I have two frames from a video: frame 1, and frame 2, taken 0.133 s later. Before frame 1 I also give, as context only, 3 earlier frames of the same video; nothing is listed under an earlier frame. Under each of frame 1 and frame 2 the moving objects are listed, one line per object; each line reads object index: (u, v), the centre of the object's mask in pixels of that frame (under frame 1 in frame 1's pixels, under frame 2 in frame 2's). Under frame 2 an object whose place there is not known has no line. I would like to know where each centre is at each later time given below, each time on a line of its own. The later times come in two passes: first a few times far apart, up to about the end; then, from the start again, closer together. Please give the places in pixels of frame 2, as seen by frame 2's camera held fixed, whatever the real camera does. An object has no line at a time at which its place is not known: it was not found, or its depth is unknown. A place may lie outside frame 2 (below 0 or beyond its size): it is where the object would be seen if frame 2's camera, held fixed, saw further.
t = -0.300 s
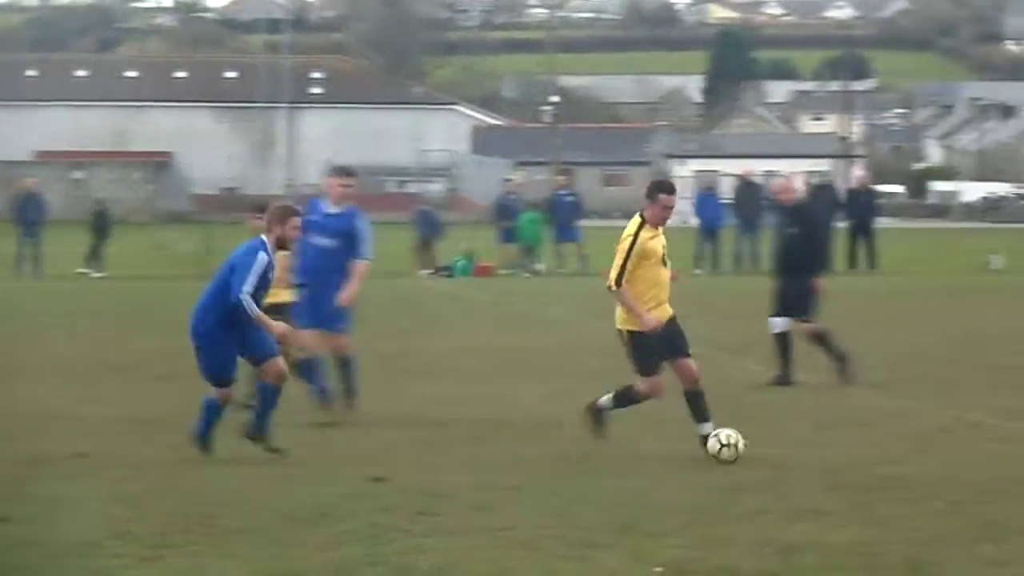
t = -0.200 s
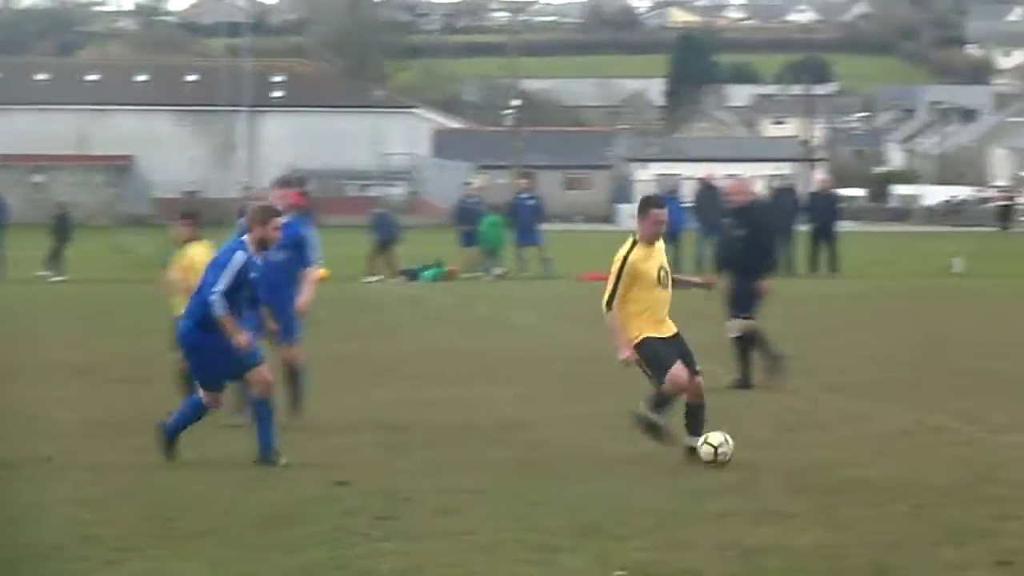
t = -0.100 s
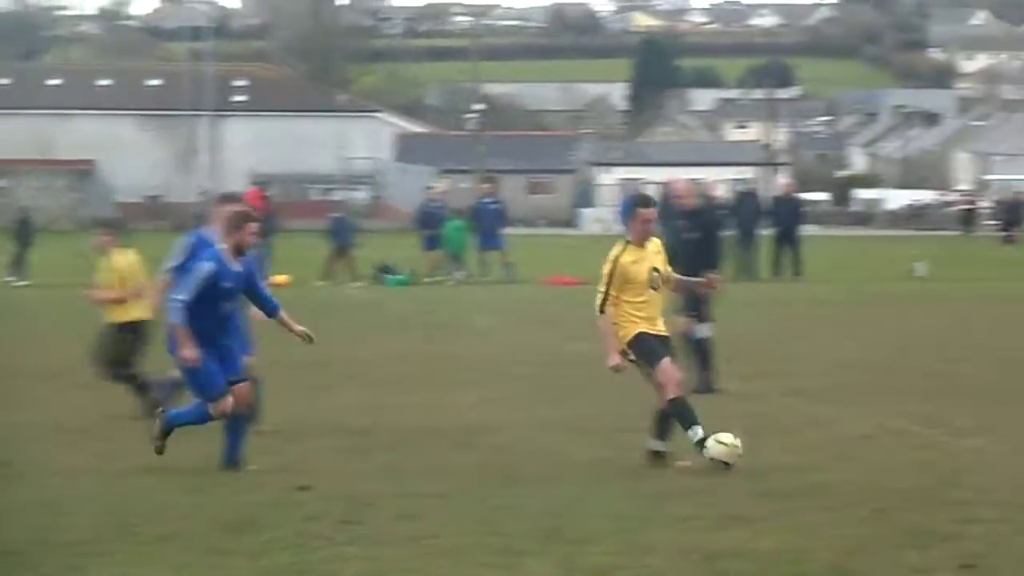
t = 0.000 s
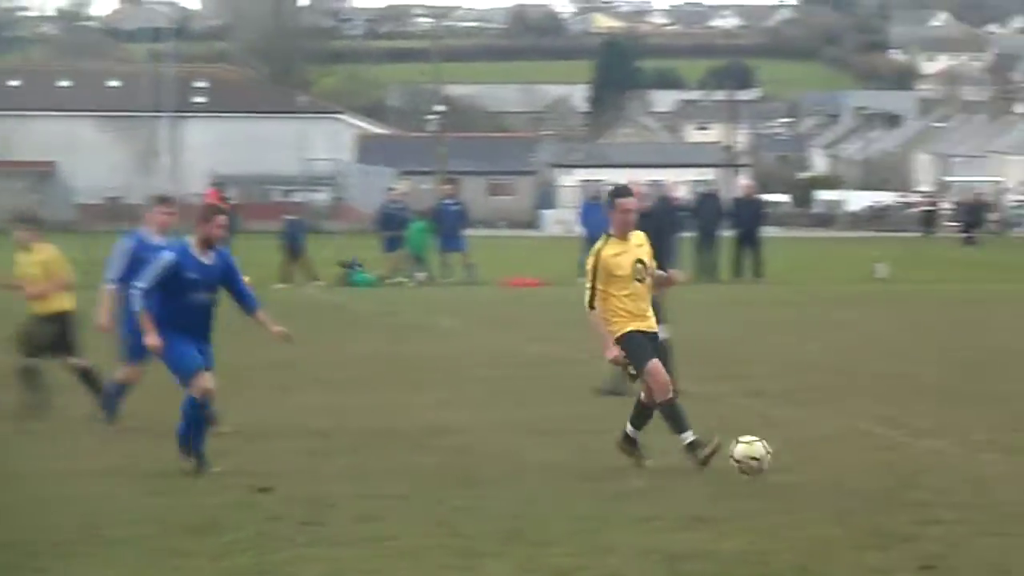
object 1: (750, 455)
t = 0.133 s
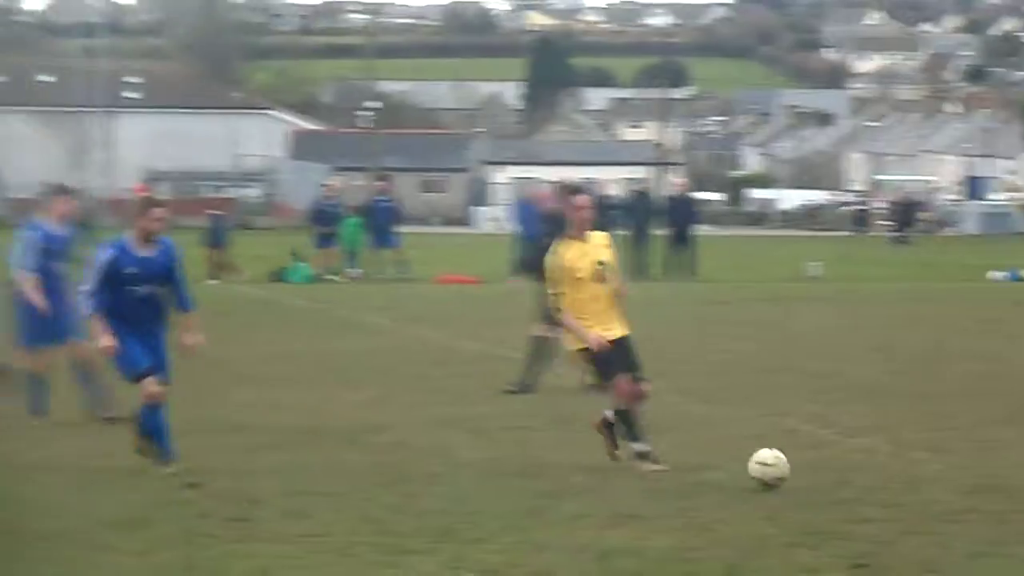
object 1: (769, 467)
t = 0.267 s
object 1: (846, 476)
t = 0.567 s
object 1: (990, 503)
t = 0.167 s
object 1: (788, 467)
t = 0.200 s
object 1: (809, 468)
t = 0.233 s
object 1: (825, 471)
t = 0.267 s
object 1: (846, 476)
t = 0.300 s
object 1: (866, 483)
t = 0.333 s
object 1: (886, 493)
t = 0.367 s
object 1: (903, 498)
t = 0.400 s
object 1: (916, 493)
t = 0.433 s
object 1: (929, 490)
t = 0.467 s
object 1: (941, 493)
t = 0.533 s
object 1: (971, 500)
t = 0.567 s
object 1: (990, 503)
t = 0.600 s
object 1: (1005, 510)
